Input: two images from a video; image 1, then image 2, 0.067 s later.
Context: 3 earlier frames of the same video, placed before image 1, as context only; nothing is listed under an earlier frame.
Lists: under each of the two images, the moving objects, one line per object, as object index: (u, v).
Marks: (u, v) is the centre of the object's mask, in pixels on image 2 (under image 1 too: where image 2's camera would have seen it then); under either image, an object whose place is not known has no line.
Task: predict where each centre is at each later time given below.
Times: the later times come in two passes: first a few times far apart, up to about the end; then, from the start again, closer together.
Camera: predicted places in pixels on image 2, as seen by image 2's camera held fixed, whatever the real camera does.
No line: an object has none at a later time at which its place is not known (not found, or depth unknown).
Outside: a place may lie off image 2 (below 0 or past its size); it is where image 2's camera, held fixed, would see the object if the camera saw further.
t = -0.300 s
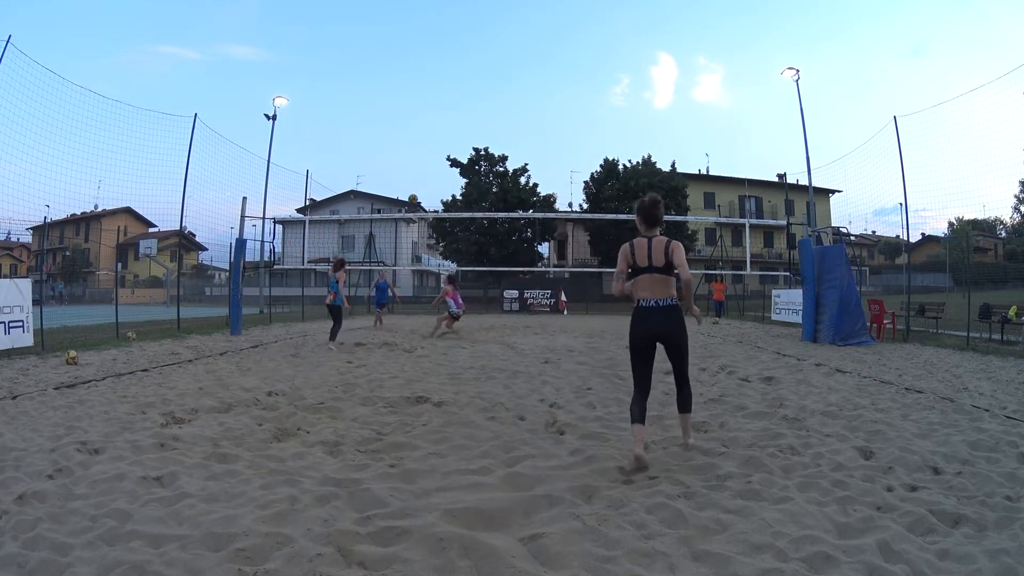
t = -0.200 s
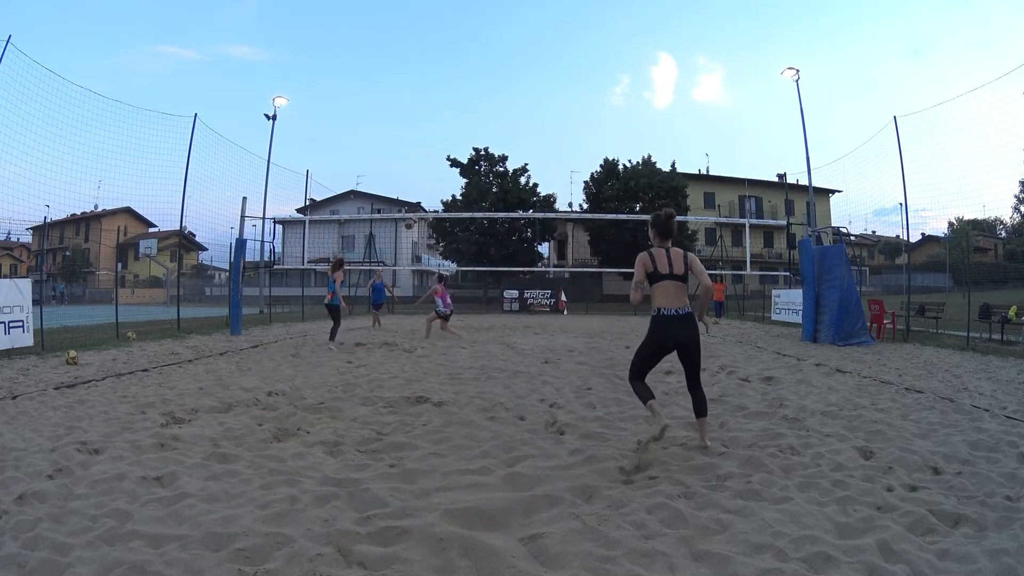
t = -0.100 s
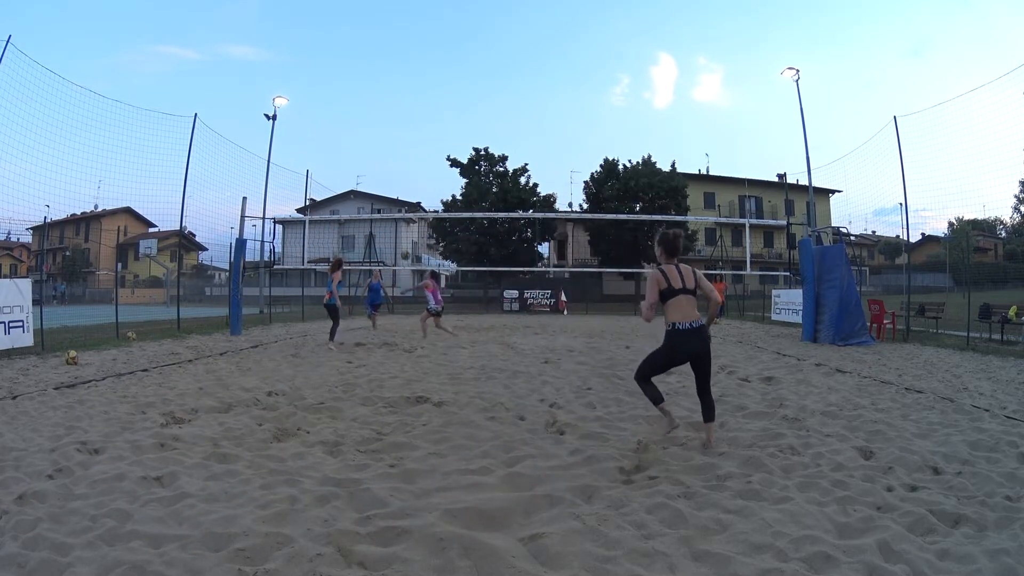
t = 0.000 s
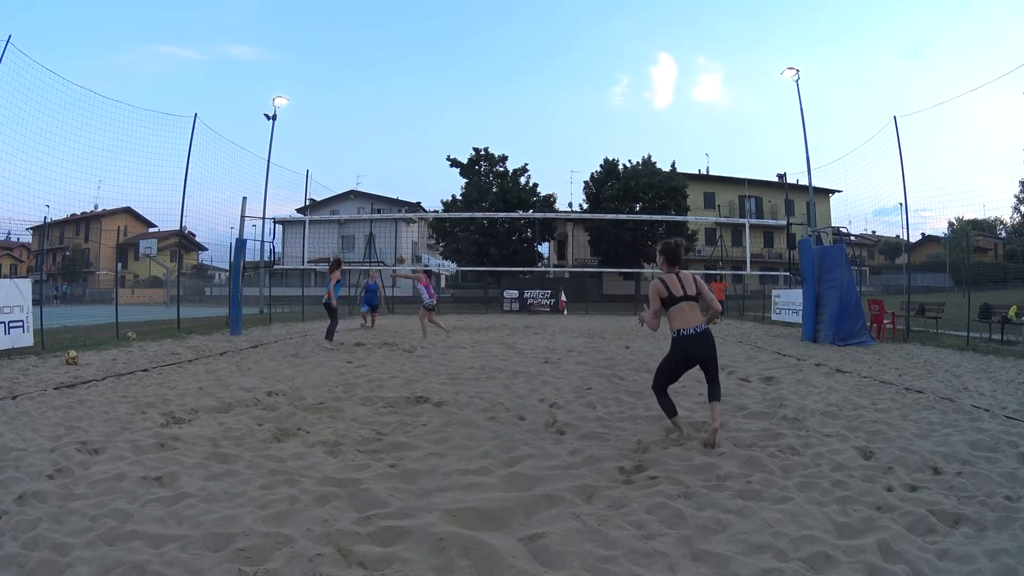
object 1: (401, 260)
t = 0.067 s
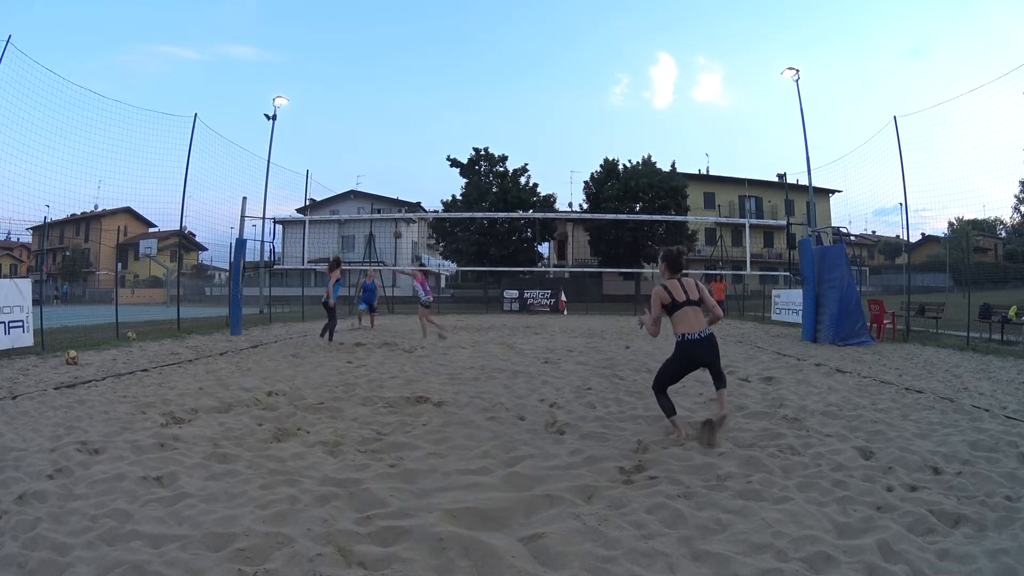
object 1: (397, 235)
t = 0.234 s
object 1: (390, 181)
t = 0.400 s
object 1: (383, 144)
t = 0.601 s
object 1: (375, 118)
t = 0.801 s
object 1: (367, 110)
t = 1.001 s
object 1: (357, 118)
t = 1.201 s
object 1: (345, 142)
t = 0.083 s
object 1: (397, 227)
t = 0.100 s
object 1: (396, 222)
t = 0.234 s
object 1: (390, 181)
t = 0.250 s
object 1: (390, 176)
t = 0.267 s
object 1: (389, 172)
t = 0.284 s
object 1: (388, 168)
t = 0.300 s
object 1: (388, 164)
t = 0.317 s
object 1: (387, 161)
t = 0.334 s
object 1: (386, 157)
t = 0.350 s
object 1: (385, 153)
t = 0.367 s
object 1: (385, 150)
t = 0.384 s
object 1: (384, 147)
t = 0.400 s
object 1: (383, 144)
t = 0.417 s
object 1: (383, 141)
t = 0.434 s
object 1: (382, 138)
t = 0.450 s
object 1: (382, 136)
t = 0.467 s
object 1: (381, 133)
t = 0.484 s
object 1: (380, 131)
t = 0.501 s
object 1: (379, 129)
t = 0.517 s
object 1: (379, 127)
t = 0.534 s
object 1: (378, 125)
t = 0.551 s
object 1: (377, 123)
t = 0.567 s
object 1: (377, 121)
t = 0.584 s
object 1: (376, 119)
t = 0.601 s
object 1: (375, 118)
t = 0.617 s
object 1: (375, 117)
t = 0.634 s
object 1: (374, 115)
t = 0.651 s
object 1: (373, 114)
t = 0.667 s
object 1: (373, 113)
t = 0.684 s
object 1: (372, 112)
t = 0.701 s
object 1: (371, 112)
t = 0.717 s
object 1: (370, 111)
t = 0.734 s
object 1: (370, 111)
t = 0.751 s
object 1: (369, 110)
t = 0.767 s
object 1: (368, 110)
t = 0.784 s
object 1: (367, 110)
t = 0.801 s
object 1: (367, 110)
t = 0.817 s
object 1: (366, 110)
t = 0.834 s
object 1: (365, 110)
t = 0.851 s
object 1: (364, 110)
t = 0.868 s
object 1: (363, 111)
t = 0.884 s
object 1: (363, 111)
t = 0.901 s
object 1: (362, 112)
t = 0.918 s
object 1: (361, 112)
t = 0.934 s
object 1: (360, 113)
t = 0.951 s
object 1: (359, 114)
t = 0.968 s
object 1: (359, 115)
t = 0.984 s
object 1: (357, 116)
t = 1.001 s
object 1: (357, 118)
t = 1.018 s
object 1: (356, 119)
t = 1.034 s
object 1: (355, 120)
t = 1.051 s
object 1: (354, 122)
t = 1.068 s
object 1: (353, 124)
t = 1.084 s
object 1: (352, 126)
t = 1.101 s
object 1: (351, 128)
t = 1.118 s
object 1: (350, 130)
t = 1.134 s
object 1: (349, 132)
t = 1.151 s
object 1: (348, 134)
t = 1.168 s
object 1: (347, 137)
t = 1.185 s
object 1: (346, 139)
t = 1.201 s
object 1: (345, 142)
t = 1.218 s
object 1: (345, 145)
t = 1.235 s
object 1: (344, 148)
